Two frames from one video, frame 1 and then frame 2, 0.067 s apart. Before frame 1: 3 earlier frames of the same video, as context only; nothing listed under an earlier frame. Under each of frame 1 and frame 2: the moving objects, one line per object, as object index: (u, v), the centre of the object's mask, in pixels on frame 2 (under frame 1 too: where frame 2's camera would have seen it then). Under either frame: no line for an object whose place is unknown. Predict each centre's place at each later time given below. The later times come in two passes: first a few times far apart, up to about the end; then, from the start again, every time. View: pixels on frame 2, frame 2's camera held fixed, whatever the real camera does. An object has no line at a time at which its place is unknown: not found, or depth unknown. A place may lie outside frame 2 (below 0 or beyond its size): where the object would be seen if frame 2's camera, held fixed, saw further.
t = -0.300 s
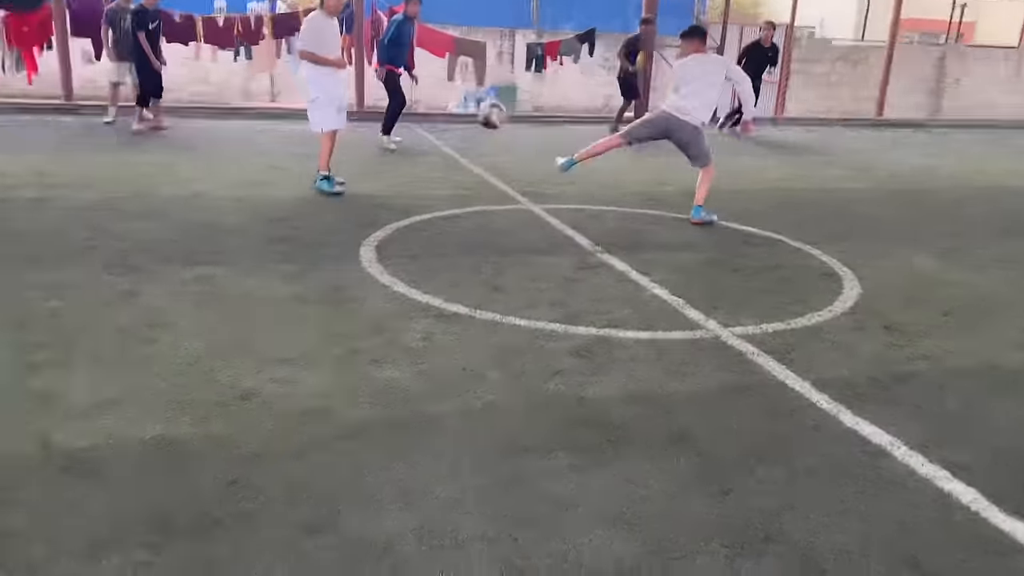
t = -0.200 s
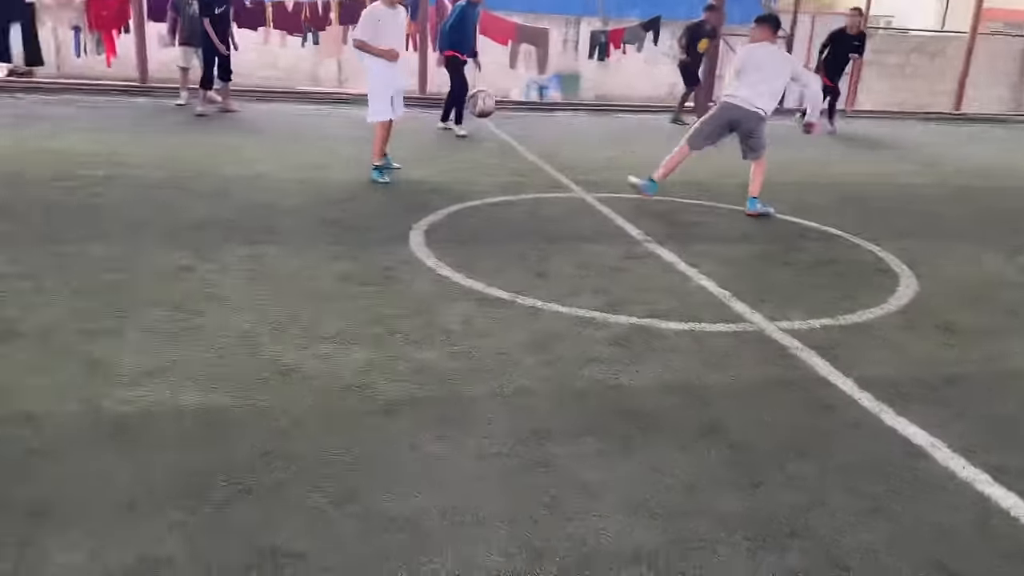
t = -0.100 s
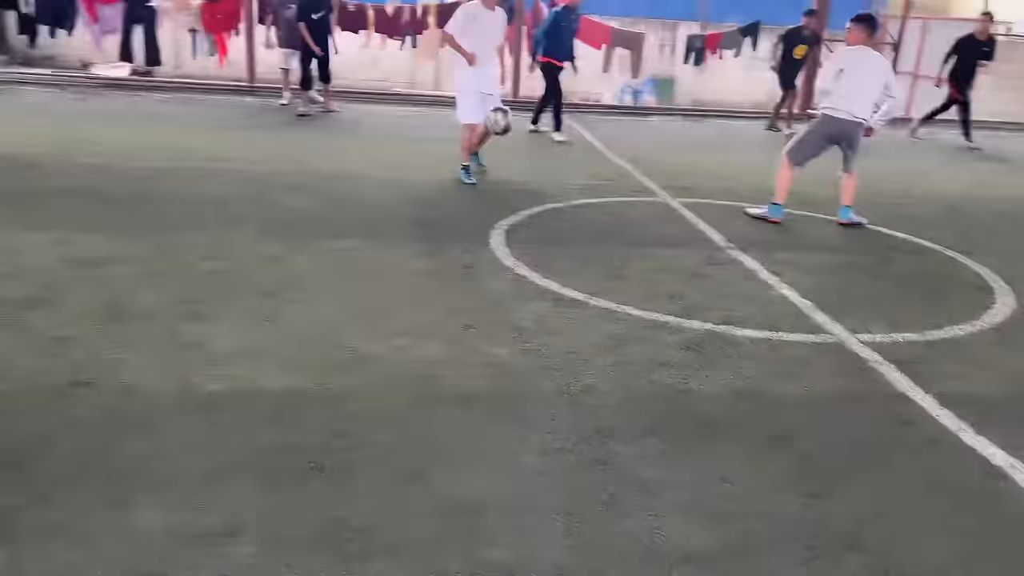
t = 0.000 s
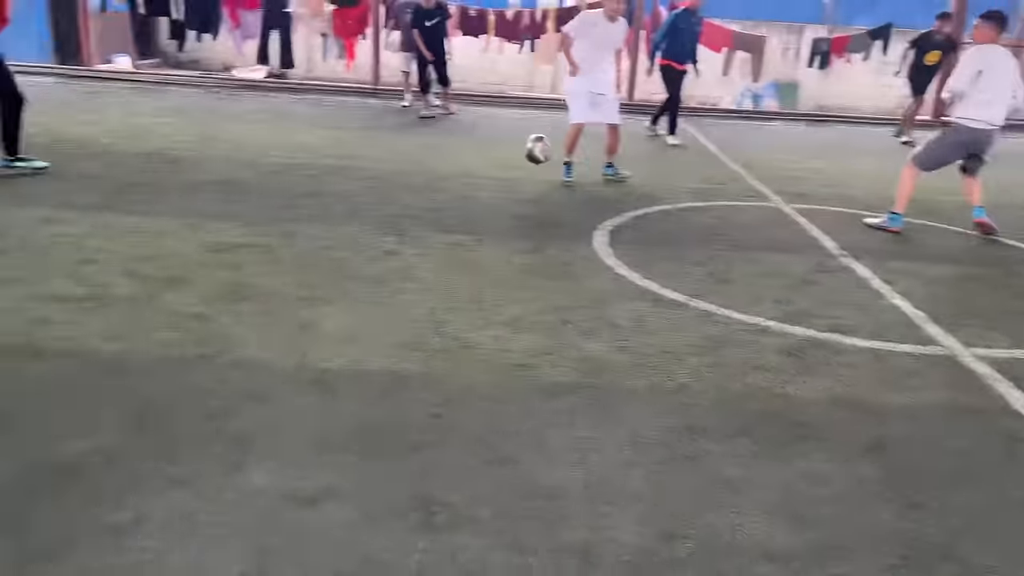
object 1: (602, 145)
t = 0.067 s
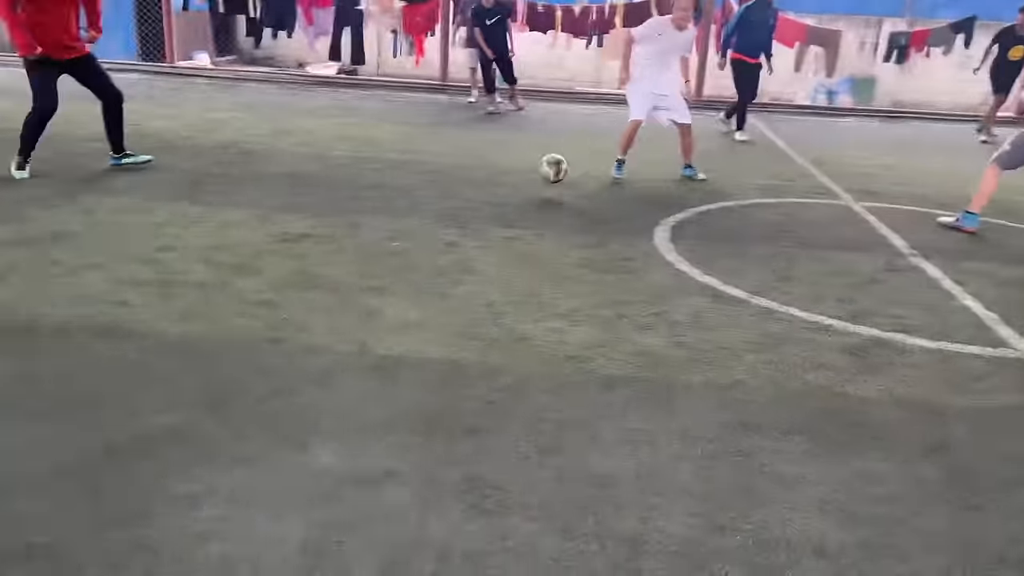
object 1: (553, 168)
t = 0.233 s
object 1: (487, 155)
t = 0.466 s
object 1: (404, 166)
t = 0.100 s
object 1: (530, 180)
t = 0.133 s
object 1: (520, 172)
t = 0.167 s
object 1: (509, 165)
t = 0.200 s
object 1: (498, 160)
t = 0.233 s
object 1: (487, 155)
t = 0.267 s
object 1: (476, 152)
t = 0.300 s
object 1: (465, 149)
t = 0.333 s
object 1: (452, 149)
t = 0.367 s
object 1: (441, 151)
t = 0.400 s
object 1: (429, 155)
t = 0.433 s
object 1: (417, 160)
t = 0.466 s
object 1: (404, 166)
